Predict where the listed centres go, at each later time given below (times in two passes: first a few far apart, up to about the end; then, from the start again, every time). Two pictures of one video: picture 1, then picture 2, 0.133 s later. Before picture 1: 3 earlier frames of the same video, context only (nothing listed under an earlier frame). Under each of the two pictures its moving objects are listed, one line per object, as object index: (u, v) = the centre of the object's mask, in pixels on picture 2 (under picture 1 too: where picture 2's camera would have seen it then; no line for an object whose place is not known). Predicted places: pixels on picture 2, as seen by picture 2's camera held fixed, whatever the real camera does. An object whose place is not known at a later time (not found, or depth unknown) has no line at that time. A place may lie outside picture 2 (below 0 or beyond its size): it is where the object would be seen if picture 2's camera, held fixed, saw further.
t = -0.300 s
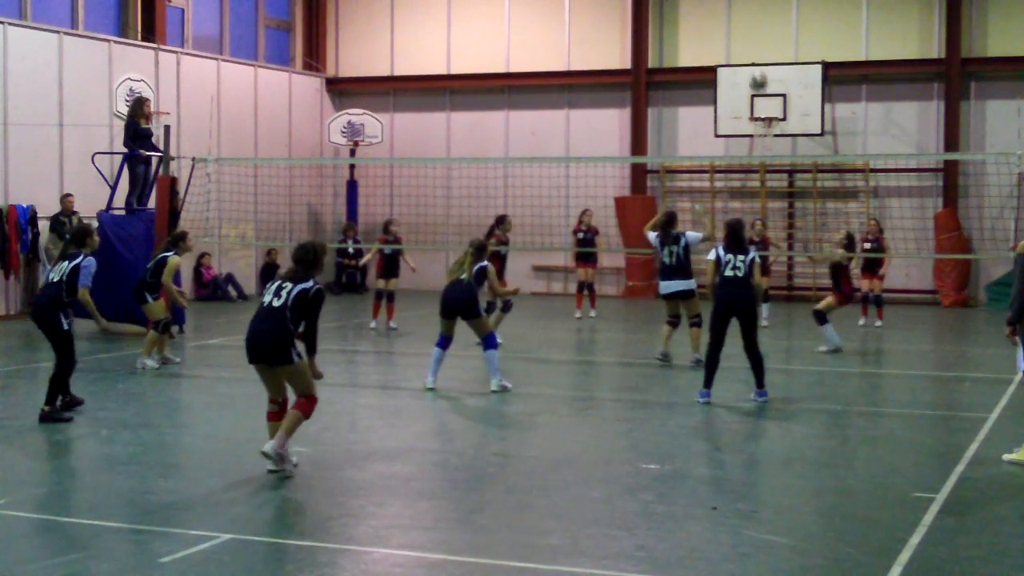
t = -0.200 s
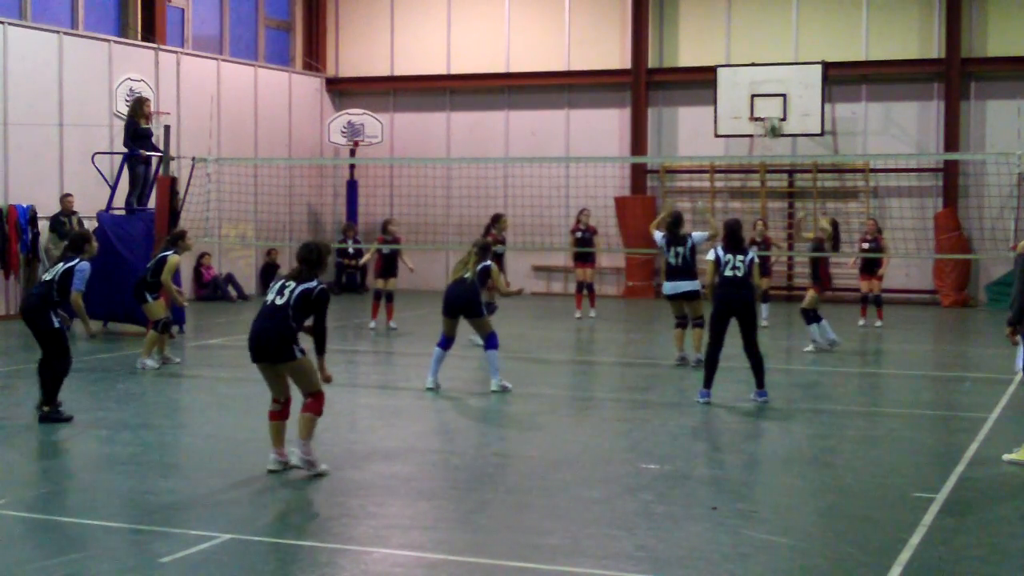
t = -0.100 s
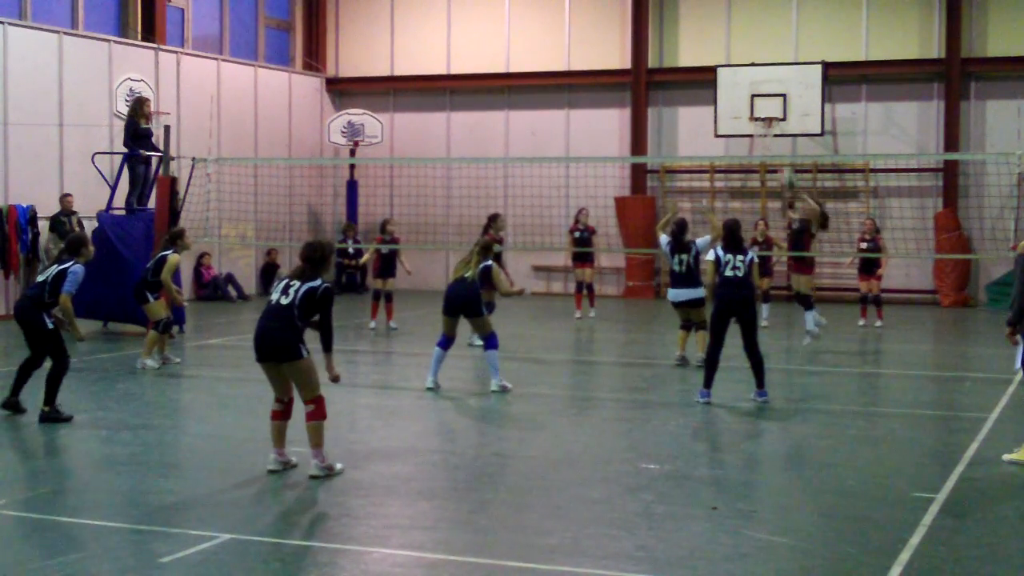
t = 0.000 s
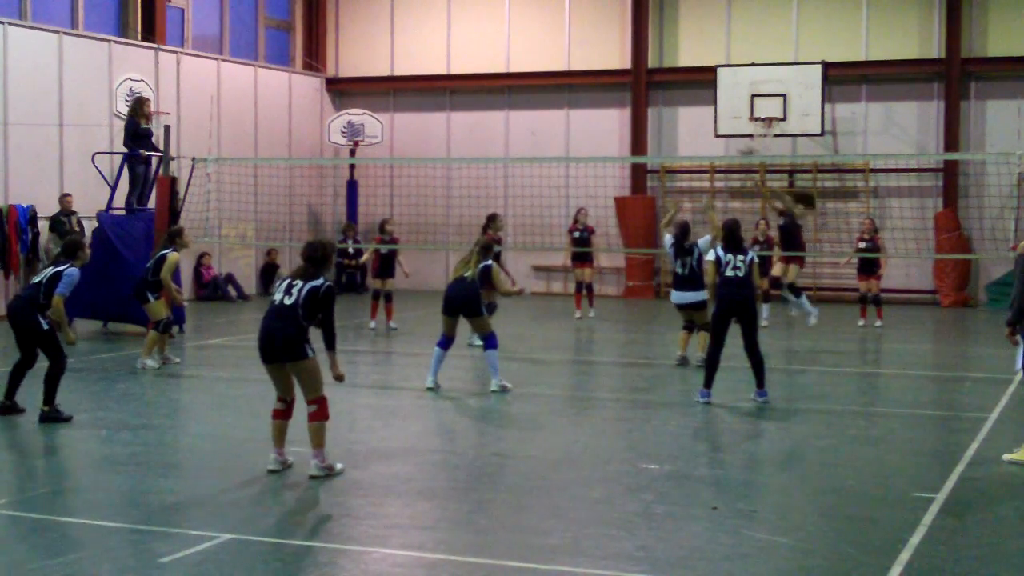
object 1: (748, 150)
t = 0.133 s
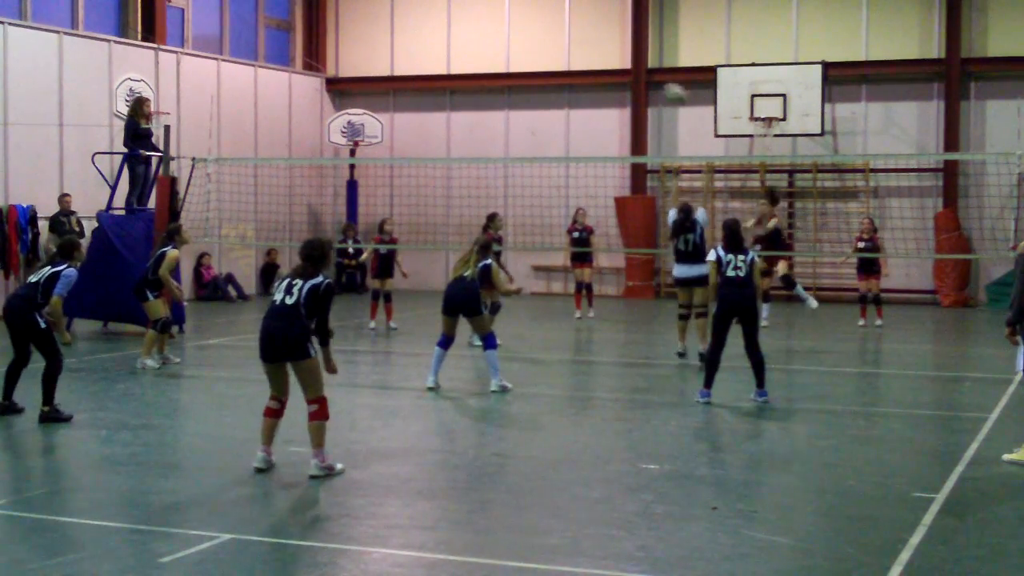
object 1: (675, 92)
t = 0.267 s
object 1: (599, 53)
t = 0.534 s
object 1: (443, 14)
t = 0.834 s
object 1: (248, 53)
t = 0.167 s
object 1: (656, 81)
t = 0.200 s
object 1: (638, 71)
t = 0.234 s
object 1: (621, 63)
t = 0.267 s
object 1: (599, 53)
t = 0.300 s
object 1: (581, 45)
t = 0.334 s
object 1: (562, 37)
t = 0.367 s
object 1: (542, 30)
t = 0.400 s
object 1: (523, 25)
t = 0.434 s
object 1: (504, 21)
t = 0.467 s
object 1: (484, 17)
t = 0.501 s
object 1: (463, 14)
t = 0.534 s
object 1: (443, 14)
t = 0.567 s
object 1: (422, 14)
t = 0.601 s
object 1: (401, 15)
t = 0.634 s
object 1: (379, 17)
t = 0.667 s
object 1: (358, 19)
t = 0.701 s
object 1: (337, 23)
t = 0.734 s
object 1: (315, 27)
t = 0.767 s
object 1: (293, 36)
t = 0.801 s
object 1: (272, 43)
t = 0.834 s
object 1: (248, 53)
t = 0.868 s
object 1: (226, 64)
